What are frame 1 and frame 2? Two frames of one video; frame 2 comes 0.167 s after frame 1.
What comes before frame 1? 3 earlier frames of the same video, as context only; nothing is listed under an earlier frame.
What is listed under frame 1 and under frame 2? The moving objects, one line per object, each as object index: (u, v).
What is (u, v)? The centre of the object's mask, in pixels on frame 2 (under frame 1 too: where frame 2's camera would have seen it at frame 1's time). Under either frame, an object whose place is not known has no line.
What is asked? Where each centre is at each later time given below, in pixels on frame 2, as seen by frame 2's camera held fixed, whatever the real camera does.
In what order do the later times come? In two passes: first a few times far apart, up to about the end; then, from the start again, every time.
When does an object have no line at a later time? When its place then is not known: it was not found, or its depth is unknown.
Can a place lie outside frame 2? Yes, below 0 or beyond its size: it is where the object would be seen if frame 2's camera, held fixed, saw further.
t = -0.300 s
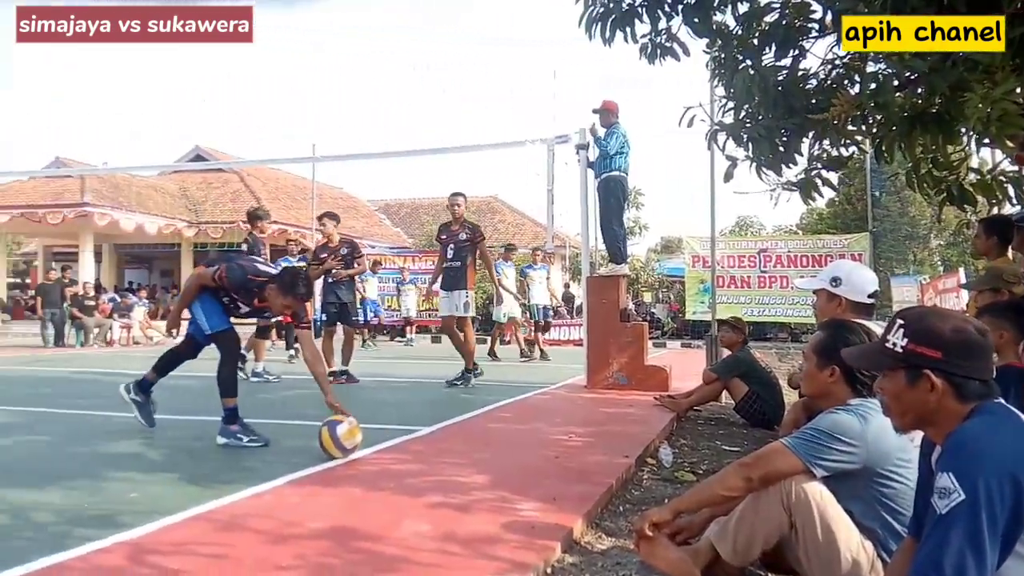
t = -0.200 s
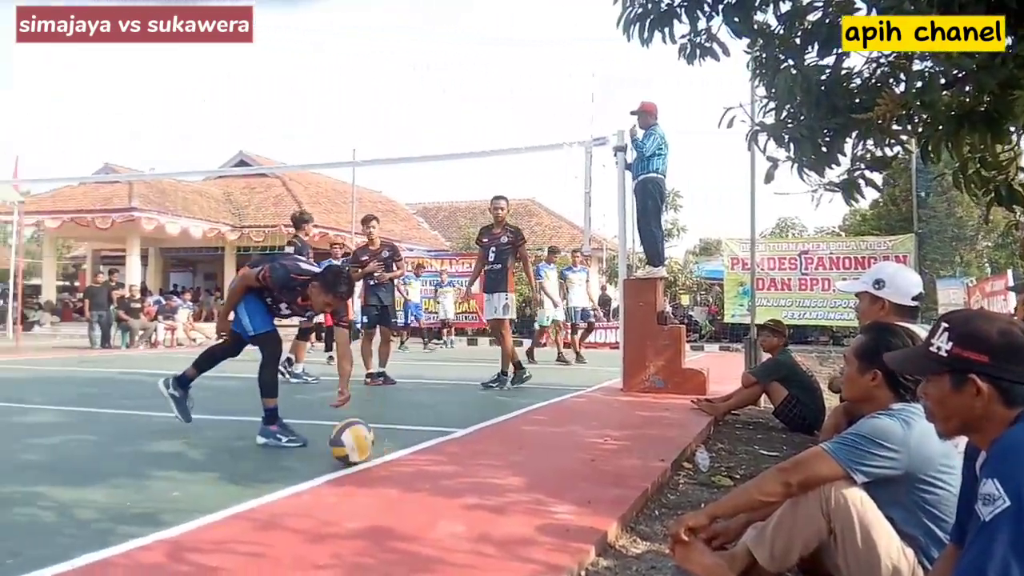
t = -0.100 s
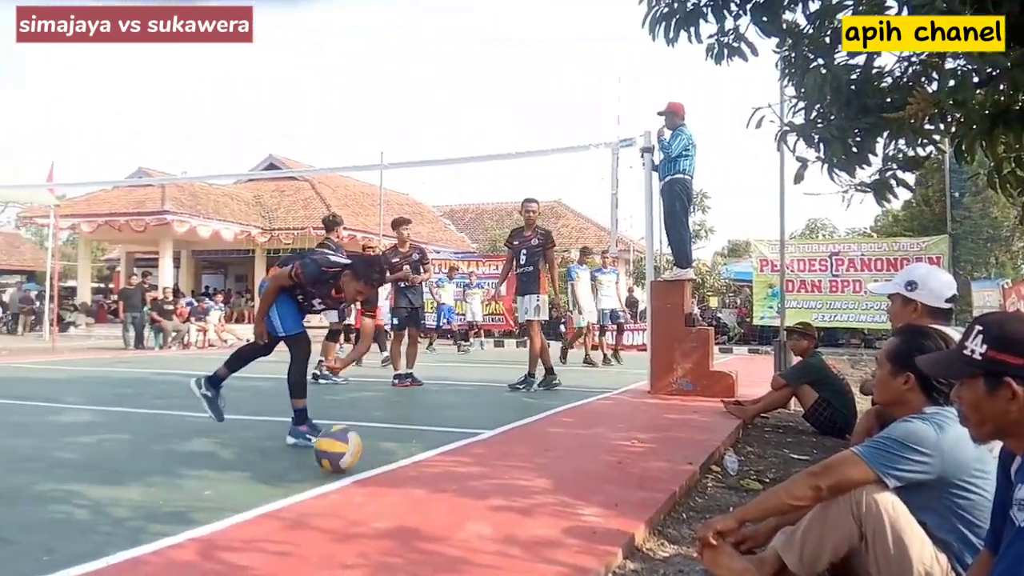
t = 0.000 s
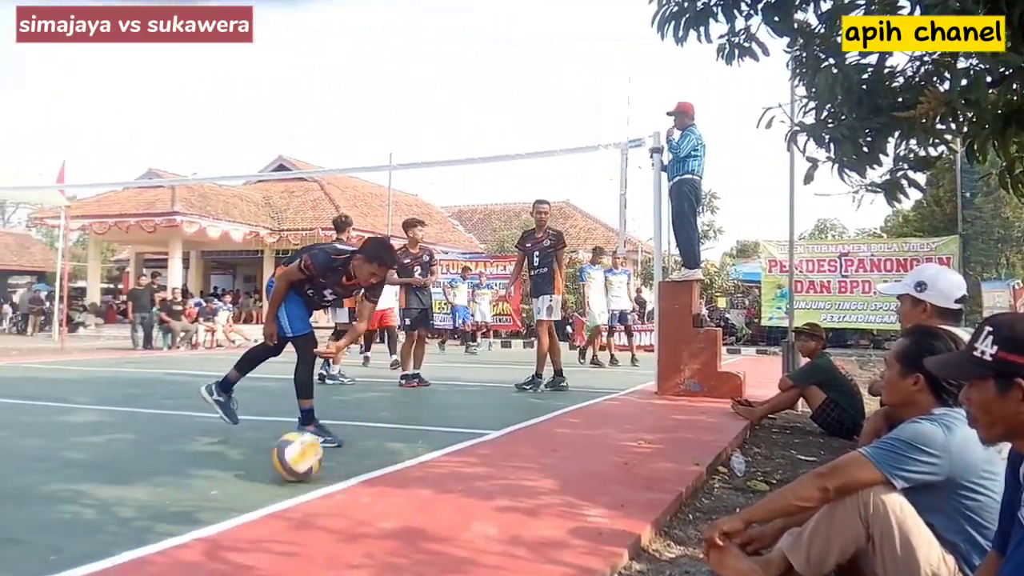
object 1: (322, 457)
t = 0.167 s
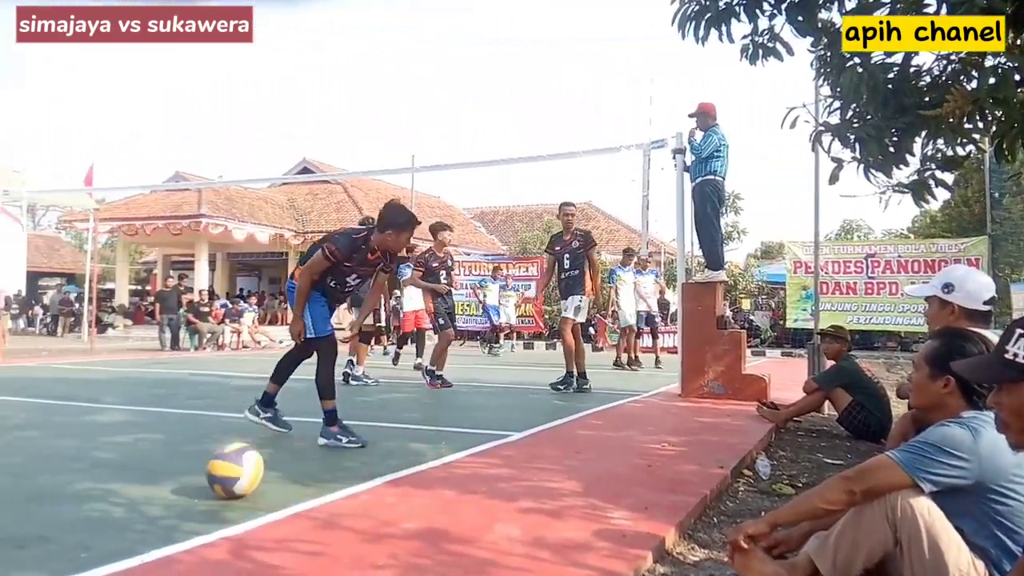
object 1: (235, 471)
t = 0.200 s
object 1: (216, 474)
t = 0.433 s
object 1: (58, 495)
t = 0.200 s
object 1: (216, 474)
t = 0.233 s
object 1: (196, 477)
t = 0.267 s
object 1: (174, 480)
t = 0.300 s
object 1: (152, 483)
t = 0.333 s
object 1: (130, 485)
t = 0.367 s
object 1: (107, 488)
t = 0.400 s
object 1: (83, 489)
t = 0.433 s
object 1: (58, 495)
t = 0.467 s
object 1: (32, 497)
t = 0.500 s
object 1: (5, 501)
